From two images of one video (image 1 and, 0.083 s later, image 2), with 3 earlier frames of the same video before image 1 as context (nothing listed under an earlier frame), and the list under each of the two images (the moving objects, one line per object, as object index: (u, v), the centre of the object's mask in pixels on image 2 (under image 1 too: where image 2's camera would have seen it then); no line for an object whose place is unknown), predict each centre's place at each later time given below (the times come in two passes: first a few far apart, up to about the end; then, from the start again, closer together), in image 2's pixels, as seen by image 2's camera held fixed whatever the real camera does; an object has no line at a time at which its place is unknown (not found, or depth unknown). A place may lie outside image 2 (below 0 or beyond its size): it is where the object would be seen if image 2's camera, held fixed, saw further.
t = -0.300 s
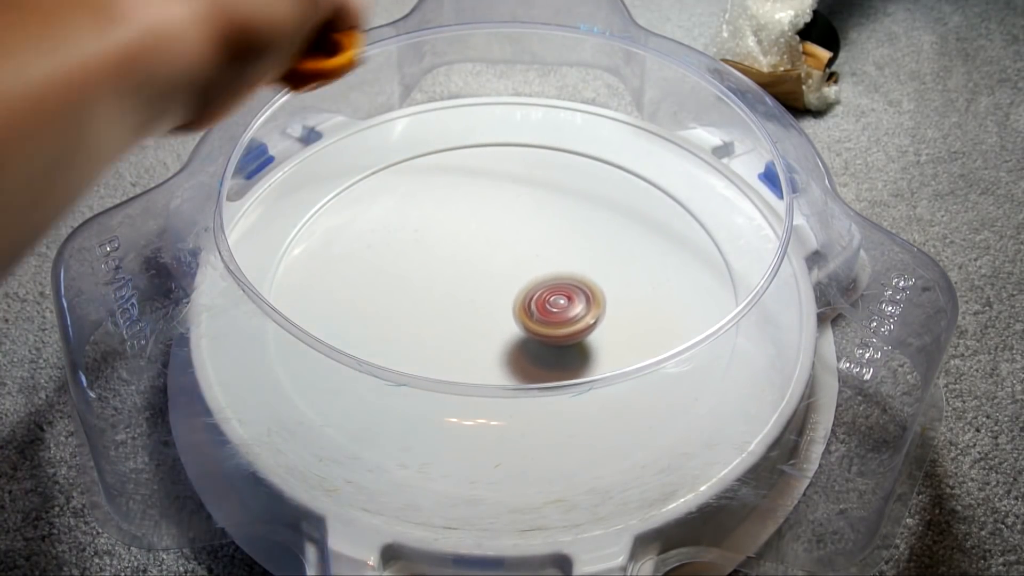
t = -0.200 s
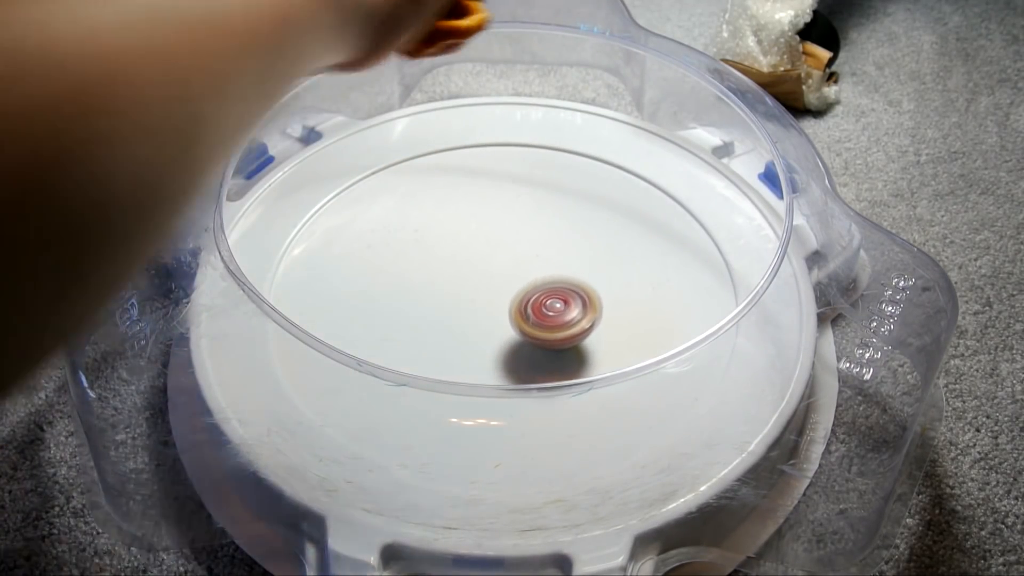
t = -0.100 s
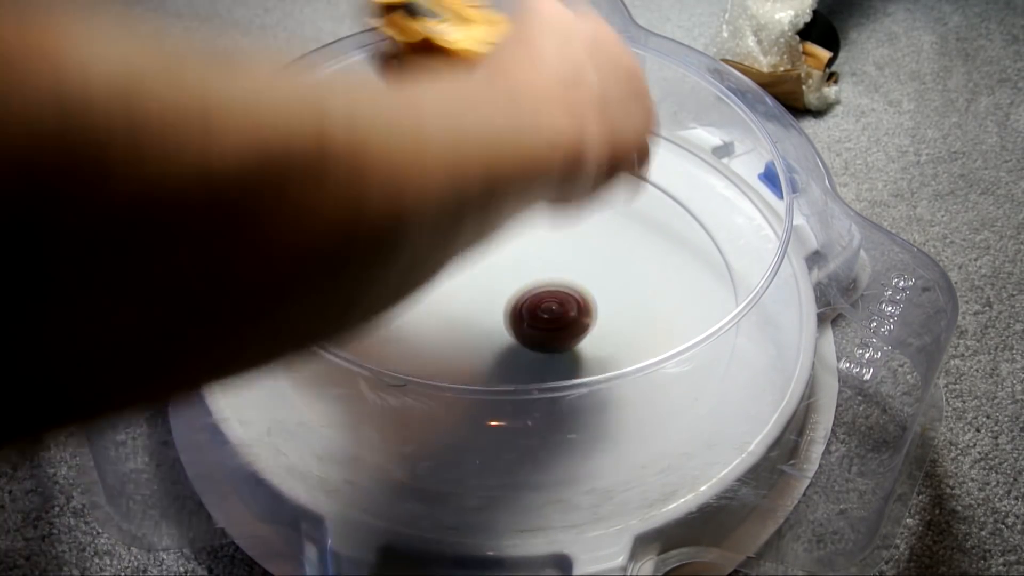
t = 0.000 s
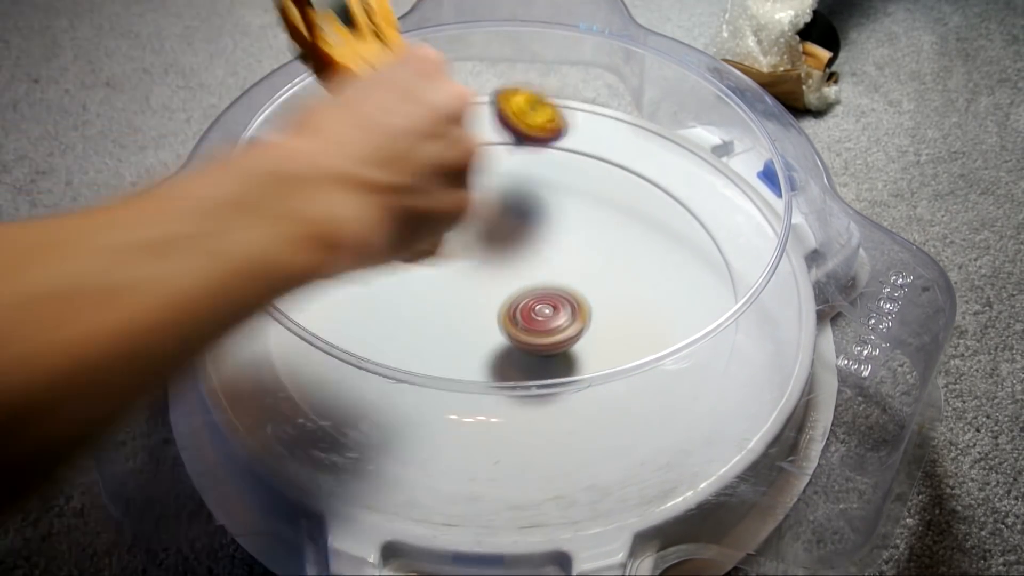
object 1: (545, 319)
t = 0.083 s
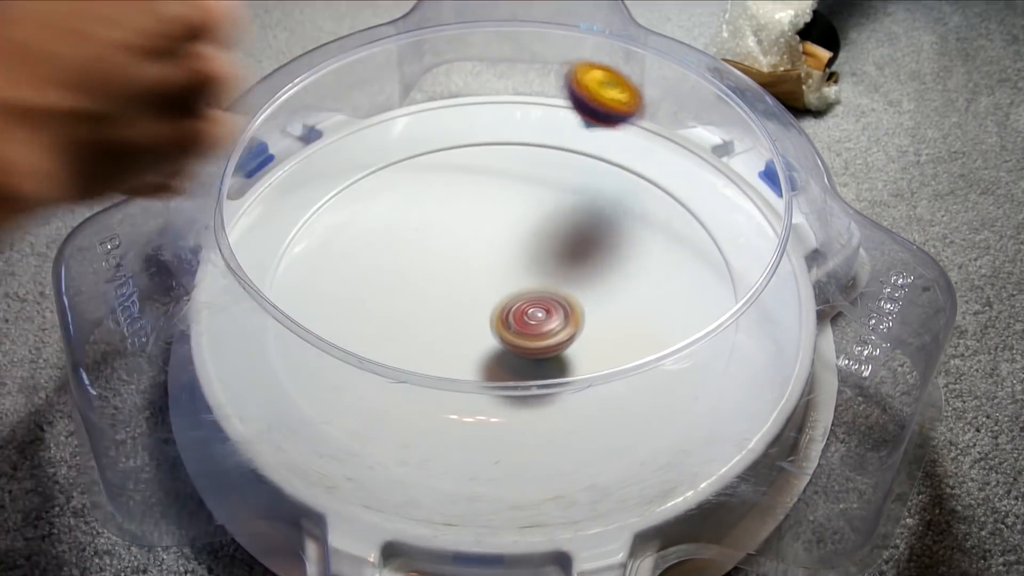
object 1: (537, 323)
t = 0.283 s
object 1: (517, 325)
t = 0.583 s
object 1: (436, 320)
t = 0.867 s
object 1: (421, 344)
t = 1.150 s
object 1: (457, 323)
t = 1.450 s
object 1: (450, 269)
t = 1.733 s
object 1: (591, 368)
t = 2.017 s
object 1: (712, 278)
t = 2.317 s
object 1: (664, 321)
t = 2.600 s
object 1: (626, 329)
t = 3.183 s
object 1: (265, 231)
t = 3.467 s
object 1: (260, 213)
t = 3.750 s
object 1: (347, 231)
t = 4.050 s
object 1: (485, 181)
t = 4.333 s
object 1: (501, 178)
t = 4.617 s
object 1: (555, 245)
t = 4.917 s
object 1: (680, 274)
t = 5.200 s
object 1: (648, 274)
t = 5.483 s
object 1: (511, 380)
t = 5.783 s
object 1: (552, 390)
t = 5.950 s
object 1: (504, 437)
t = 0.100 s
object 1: (536, 323)
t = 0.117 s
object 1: (535, 323)
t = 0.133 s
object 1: (533, 323)
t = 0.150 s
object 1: (531, 323)
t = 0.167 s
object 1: (530, 323)
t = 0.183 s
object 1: (528, 324)
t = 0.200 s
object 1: (526, 324)
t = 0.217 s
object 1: (524, 325)
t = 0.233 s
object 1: (522, 325)
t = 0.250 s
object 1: (521, 325)
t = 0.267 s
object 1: (519, 325)
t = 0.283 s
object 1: (517, 325)
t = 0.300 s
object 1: (515, 326)
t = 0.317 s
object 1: (514, 326)
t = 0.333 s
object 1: (512, 326)
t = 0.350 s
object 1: (509, 326)
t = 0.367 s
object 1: (507, 326)
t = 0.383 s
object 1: (505, 325)
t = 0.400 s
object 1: (502, 325)
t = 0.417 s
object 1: (501, 325)
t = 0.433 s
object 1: (499, 325)
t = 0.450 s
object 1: (498, 324)
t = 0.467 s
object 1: (491, 325)
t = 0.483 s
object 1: (479, 324)
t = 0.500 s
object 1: (469, 322)
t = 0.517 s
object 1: (459, 321)
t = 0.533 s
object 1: (452, 320)
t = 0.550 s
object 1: (446, 319)
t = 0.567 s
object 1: (441, 319)
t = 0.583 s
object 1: (436, 320)
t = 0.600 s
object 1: (432, 321)
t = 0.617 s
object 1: (429, 323)
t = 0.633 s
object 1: (426, 324)
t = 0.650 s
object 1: (423, 326)
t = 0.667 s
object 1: (421, 328)
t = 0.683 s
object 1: (419, 330)
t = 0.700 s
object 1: (417, 332)
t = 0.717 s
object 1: (416, 334)
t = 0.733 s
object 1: (415, 336)
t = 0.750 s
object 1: (414, 337)
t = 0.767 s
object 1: (414, 338)
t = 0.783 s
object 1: (414, 339)
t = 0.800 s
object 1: (415, 341)
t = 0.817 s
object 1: (416, 342)
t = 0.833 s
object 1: (418, 342)
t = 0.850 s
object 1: (419, 343)
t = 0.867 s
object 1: (421, 344)
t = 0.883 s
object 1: (423, 344)
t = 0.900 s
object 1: (424, 344)
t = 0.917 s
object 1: (427, 345)
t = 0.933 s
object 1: (429, 345)
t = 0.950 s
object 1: (432, 344)
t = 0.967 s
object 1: (434, 343)
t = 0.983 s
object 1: (436, 343)
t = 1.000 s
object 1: (439, 342)
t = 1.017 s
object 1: (441, 341)
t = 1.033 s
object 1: (444, 341)
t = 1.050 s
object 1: (446, 339)
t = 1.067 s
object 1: (447, 338)
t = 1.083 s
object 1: (450, 335)
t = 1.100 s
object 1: (453, 332)
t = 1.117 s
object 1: (454, 329)
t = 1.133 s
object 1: (456, 326)
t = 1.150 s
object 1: (457, 323)
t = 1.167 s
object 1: (459, 320)
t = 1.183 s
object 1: (460, 317)
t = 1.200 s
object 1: (460, 314)
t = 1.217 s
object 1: (461, 310)
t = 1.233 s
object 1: (462, 307)
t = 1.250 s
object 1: (462, 304)
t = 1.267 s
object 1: (462, 300)
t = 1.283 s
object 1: (462, 296)
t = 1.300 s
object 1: (462, 293)
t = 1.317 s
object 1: (461, 290)
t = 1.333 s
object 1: (461, 286)
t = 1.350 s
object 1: (460, 283)
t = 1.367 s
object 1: (460, 279)
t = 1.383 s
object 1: (459, 276)
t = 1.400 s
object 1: (457, 272)
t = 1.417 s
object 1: (456, 269)
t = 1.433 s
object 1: (454, 265)
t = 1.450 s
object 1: (450, 269)
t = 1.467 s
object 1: (445, 284)
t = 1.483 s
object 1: (441, 300)
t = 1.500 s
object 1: (437, 312)
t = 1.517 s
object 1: (435, 323)
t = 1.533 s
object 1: (433, 333)
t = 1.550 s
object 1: (435, 341)
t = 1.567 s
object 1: (439, 347)
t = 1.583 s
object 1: (446, 352)
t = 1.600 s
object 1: (455, 357)
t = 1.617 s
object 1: (465, 369)
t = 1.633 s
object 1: (480, 377)
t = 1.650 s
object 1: (496, 382)
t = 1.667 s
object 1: (513, 383)
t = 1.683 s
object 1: (533, 381)
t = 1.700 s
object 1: (551, 380)
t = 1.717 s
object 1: (572, 376)
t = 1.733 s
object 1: (591, 368)
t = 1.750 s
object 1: (608, 360)
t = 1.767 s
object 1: (621, 341)
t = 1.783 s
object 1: (636, 331)
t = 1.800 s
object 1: (650, 319)
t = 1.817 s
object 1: (657, 306)
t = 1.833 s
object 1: (661, 290)
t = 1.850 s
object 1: (662, 272)
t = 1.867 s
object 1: (659, 255)
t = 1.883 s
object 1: (654, 240)
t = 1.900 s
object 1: (661, 233)
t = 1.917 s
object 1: (683, 241)
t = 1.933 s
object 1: (707, 249)
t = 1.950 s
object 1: (727, 254)
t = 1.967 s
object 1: (728, 256)
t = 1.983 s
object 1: (724, 260)
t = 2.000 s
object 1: (719, 267)
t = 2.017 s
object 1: (712, 278)
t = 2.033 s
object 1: (704, 288)
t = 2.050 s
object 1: (700, 289)
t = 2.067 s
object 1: (695, 294)
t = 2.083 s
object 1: (690, 299)
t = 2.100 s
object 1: (685, 301)
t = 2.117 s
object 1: (681, 304)
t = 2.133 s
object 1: (678, 308)
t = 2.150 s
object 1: (673, 309)
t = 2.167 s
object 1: (671, 311)
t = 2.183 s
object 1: (669, 313)
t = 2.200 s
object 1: (667, 315)
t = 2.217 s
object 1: (666, 316)
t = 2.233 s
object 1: (665, 317)
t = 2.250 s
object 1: (664, 318)
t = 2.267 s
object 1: (664, 319)
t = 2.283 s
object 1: (664, 320)
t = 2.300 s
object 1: (663, 320)
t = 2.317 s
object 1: (664, 321)
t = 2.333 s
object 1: (664, 321)
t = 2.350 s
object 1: (663, 321)
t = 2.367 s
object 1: (663, 322)
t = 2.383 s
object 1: (663, 322)
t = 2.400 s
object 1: (662, 323)
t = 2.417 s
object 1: (660, 323)
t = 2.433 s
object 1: (659, 324)
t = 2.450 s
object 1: (657, 324)
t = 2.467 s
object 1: (655, 324)
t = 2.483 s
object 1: (653, 325)
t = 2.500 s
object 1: (650, 325)
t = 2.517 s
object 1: (647, 326)
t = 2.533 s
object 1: (644, 326)
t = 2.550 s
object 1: (641, 326)
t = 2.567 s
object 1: (637, 327)
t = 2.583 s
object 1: (633, 328)
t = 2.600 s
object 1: (626, 329)
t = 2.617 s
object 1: (621, 329)
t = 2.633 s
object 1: (615, 330)
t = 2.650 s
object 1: (610, 330)
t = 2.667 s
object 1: (605, 331)
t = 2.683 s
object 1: (598, 332)
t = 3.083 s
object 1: (256, 215)
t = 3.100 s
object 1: (257, 219)
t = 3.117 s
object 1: (260, 222)
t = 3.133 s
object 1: (261, 225)
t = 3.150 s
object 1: (262, 227)
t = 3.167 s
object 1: (264, 229)
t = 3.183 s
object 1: (265, 231)
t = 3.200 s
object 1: (266, 231)
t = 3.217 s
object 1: (265, 232)
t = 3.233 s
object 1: (266, 232)
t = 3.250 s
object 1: (266, 233)
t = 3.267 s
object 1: (265, 232)
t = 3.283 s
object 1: (264, 231)
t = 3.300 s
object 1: (264, 230)
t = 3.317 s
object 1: (263, 229)
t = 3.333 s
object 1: (261, 226)
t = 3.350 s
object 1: (259, 224)
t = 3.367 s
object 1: (258, 221)
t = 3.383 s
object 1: (256, 218)
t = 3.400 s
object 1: (254, 215)
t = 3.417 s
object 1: (254, 214)
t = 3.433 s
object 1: (256, 213)
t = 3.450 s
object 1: (258, 213)
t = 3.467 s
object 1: (260, 213)
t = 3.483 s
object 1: (264, 212)
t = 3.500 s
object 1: (267, 212)
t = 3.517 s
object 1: (271, 213)
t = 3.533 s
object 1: (277, 214)
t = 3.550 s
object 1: (282, 214)
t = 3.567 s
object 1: (287, 214)
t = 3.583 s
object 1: (293, 215)
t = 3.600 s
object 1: (298, 216)
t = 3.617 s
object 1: (304, 220)
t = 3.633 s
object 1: (309, 225)
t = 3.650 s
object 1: (311, 225)
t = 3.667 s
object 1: (312, 225)
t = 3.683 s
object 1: (317, 225)
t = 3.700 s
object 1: (322, 226)
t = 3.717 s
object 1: (328, 229)
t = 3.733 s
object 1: (337, 228)
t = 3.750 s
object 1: (347, 231)
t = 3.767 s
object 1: (357, 231)
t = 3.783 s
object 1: (370, 233)
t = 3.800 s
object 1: (382, 235)
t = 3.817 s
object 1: (394, 234)
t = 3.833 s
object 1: (409, 235)
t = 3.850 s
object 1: (423, 233)
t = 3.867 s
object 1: (441, 231)
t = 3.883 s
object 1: (453, 228)
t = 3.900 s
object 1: (456, 223)
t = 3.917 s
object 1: (461, 217)
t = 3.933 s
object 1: (464, 210)
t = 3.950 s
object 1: (468, 206)
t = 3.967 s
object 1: (471, 200)
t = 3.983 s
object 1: (475, 196)
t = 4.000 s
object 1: (478, 192)
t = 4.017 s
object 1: (481, 188)
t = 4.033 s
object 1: (483, 183)
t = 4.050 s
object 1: (485, 181)
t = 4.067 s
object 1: (487, 178)
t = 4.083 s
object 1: (488, 177)
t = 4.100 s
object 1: (489, 175)
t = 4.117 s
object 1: (490, 174)
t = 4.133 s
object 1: (491, 173)
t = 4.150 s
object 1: (491, 172)
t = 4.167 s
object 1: (492, 171)
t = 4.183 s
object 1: (492, 171)
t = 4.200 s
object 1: (494, 171)
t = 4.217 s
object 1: (494, 171)
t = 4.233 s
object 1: (495, 172)
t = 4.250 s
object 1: (496, 172)
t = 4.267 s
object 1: (497, 173)
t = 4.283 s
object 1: (498, 174)
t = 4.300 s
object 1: (499, 175)
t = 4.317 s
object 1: (500, 176)
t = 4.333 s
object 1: (501, 178)
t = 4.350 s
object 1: (502, 179)
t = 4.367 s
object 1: (504, 181)
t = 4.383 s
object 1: (505, 183)
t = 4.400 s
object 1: (506, 186)
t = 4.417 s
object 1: (508, 188)
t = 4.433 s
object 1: (510, 191)
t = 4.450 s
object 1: (512, 193)
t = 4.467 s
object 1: (514, 198)
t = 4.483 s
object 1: (517, 200)
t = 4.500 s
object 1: (519, 206)
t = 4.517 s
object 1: (523, 210)
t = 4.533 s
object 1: (526, 216)
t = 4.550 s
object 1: (531, 221)
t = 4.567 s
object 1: (536, 227)
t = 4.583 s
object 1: (542, 232)
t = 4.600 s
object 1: (548, 239)
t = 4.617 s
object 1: (555, 245)
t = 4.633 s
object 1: (563, 251)
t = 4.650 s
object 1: (571, 255)
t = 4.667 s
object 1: (579, 261)
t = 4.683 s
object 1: (589, 265)
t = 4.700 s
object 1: (598, 269)
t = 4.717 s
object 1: (608, 272)
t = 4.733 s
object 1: (617, 276)
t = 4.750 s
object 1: (627, 277)
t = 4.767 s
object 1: (637, 278)
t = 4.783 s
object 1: (644, 278)
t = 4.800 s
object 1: (652, 279)
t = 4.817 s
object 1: (660, 278)
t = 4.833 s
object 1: (666, 277)
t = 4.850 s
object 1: (671, 276)
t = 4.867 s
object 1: (675, 276)
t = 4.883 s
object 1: (677, 275)
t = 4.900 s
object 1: (679, 274)
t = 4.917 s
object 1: (680, 274)
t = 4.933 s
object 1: (681, 272)
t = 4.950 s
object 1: (682, 272)
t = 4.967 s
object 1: (682, 271)
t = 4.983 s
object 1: (682, 271)
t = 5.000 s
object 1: (681, 271)
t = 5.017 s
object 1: (680, 270)
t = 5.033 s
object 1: (678, 270)
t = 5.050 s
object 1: (677, 270)
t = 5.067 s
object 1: (674, 271)
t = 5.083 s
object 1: (672, 270)
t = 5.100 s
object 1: (670, 271)
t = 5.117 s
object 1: (668, 270)
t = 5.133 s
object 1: (665, 271)
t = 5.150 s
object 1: (661, 271)
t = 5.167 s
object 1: (657, 272)
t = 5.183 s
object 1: (653, 273)
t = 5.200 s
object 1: (648, 274)
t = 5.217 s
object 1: (642, 275)
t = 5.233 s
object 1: (635, 276)
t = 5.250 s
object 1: (628, 277)
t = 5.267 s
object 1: (619, 279)
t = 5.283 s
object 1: (611, 280)
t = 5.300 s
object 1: (600, 283)
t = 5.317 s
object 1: (590, 286)
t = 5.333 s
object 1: (577, 292)
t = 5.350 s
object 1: (569, 301)
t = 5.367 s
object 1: (560, 311)
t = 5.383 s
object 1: (550, 321)
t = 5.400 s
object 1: (543, 332)
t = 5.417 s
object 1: (534, 343)
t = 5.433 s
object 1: (526, 350)
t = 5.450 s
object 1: (521, 355)
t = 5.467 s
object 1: (514, 372)
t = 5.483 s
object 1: (511, 380)
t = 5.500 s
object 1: (507, 395)
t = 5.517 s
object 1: (504, 403)
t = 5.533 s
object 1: (503, 416)
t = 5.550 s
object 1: (504, 420)
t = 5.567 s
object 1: (504, 427)
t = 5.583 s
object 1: (507, 431)
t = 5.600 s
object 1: (511, 438)
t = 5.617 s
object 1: (514, 442)
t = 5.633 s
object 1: (521, 437)
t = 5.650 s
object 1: (528, 432)
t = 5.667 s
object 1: (535, 427)
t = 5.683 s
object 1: (542, 421)
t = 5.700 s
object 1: (547, 417)
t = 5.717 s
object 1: (550, 413)
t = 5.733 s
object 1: (551, 403)
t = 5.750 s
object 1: (552, 396)
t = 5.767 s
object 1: (553, 391)
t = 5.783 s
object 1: (552, 390)
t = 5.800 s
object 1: (545, 379)
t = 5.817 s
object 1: (542, 397)
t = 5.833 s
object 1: (537, 412)
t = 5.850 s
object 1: (531, 418)
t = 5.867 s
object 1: (527, 423)
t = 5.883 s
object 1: (521, 428)
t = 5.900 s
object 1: (517, 432)
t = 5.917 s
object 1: (511, 437)
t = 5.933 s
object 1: (508, 439)
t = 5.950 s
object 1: (504, 437)
